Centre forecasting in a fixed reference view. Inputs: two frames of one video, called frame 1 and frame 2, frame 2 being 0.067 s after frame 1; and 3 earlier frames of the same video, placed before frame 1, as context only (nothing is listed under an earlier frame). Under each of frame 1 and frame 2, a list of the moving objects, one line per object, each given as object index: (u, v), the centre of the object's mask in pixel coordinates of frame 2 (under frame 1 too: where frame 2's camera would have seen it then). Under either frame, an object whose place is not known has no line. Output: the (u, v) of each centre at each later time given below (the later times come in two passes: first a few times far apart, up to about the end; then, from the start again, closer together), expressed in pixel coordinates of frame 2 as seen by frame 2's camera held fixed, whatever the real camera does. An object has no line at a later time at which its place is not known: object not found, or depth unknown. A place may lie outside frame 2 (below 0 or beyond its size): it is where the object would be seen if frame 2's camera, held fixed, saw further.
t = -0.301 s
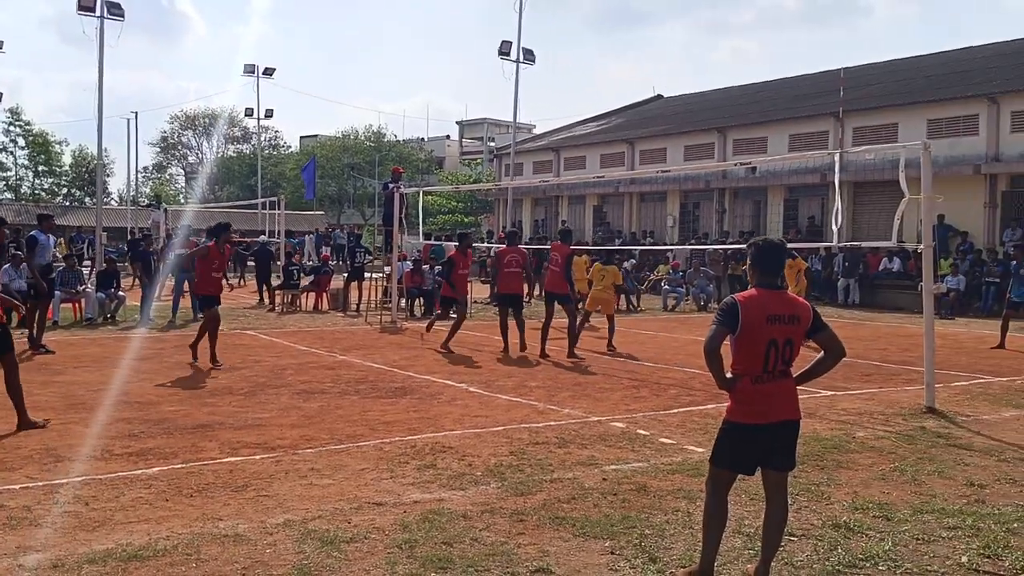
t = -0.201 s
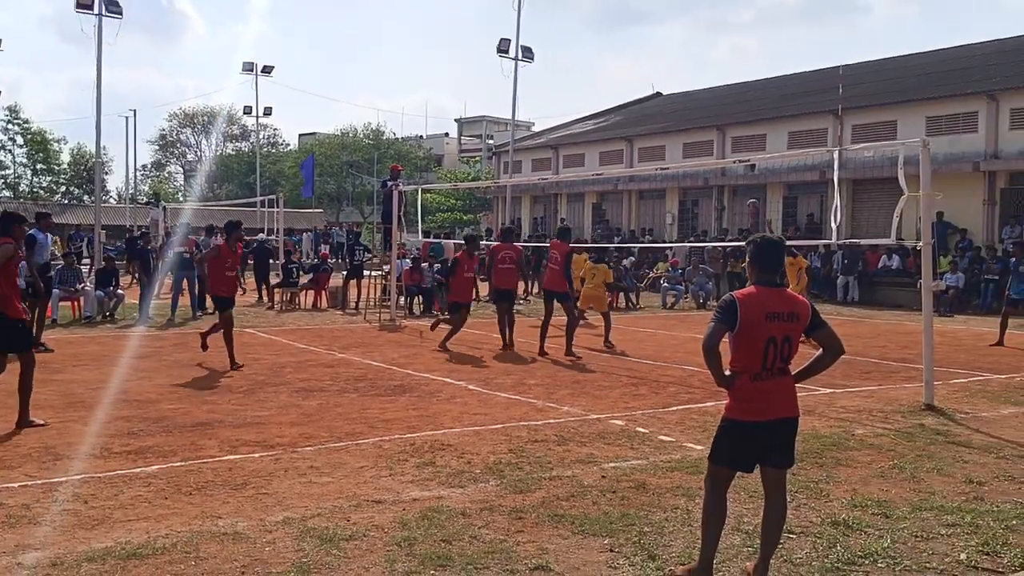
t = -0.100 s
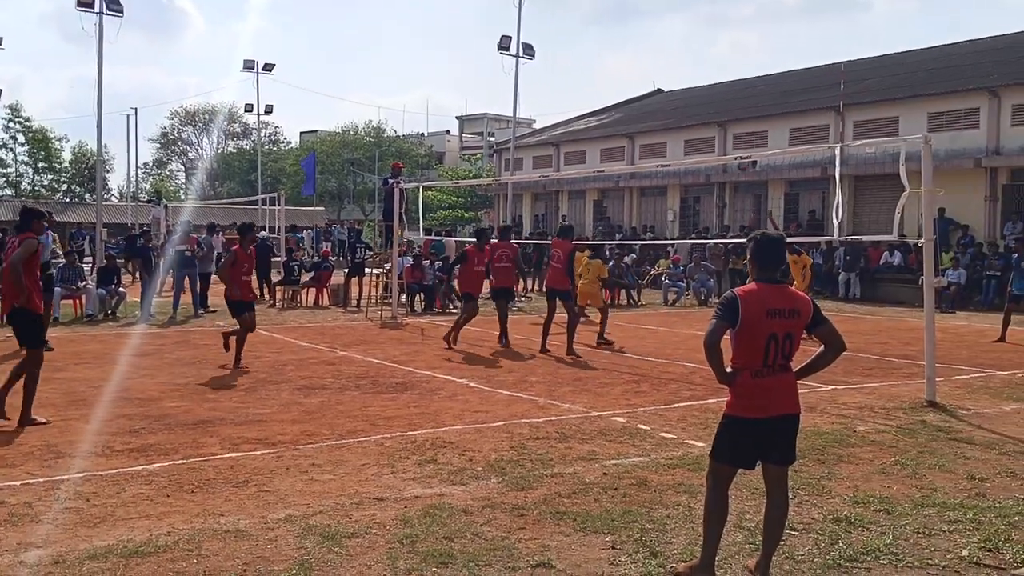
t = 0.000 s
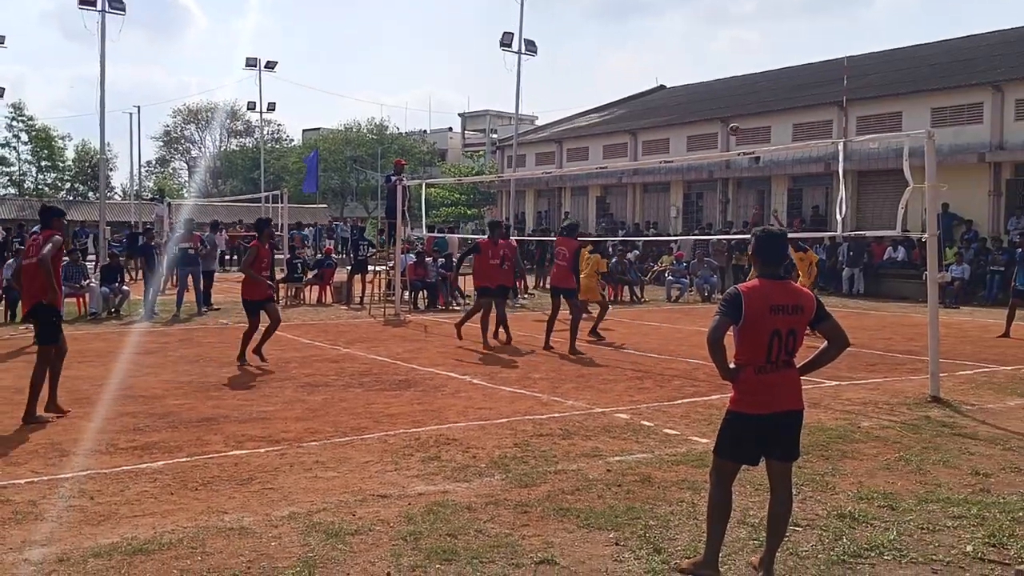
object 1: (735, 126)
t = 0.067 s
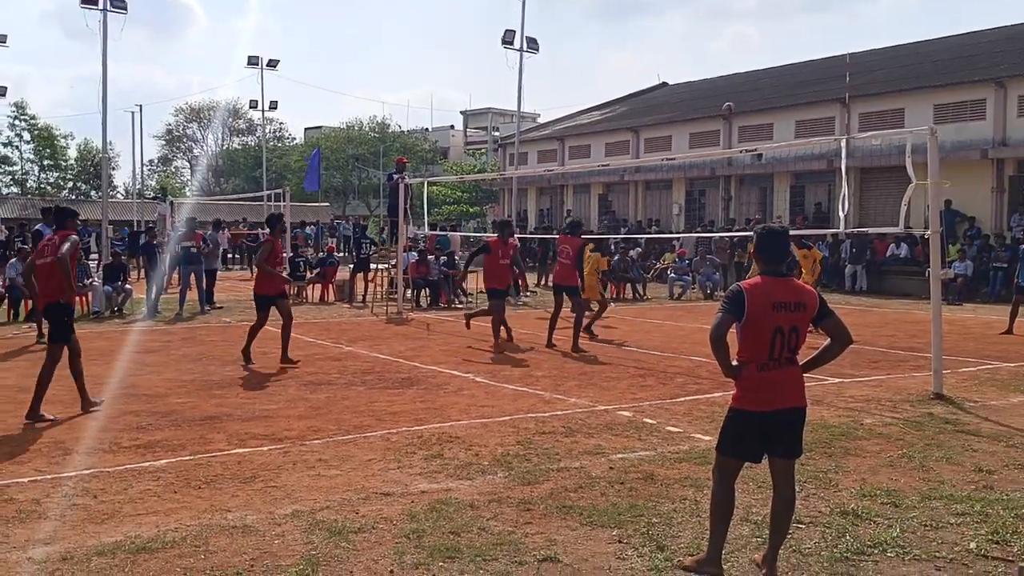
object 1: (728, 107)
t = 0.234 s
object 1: (709, 74)
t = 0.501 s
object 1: (676, 52)
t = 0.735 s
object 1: (647, 68)
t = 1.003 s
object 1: (611, 129)
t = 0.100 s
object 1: (724, 99)
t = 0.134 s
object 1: (721, 92)
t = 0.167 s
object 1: (716, 85)
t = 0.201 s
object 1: (713, 79)
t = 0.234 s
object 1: (709, 74)
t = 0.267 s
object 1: (705, 69)
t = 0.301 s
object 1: (701, 64)
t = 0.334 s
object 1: (697, 61)
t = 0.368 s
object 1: (693, 58)
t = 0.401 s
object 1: (689, 55)
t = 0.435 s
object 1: (685, 54)
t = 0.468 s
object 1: (681, 53)
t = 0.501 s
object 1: (676, 52)
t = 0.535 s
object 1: (672, 52)
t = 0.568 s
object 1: (668, 53)
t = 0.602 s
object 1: (664, 55)
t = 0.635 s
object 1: (660, 57)
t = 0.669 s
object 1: (655, 60)
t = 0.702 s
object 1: (651, 64)
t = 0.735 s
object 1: (647, 68)
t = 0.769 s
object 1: (643, 73)
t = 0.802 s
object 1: (638, 79)
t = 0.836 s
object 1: (634, 86)
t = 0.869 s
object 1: (629, 92)
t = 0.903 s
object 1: (625, 101)
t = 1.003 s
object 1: (611, 129)
